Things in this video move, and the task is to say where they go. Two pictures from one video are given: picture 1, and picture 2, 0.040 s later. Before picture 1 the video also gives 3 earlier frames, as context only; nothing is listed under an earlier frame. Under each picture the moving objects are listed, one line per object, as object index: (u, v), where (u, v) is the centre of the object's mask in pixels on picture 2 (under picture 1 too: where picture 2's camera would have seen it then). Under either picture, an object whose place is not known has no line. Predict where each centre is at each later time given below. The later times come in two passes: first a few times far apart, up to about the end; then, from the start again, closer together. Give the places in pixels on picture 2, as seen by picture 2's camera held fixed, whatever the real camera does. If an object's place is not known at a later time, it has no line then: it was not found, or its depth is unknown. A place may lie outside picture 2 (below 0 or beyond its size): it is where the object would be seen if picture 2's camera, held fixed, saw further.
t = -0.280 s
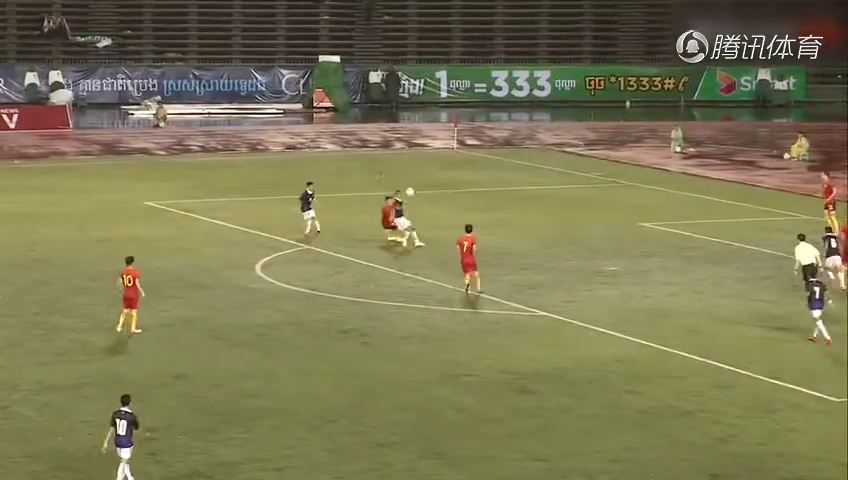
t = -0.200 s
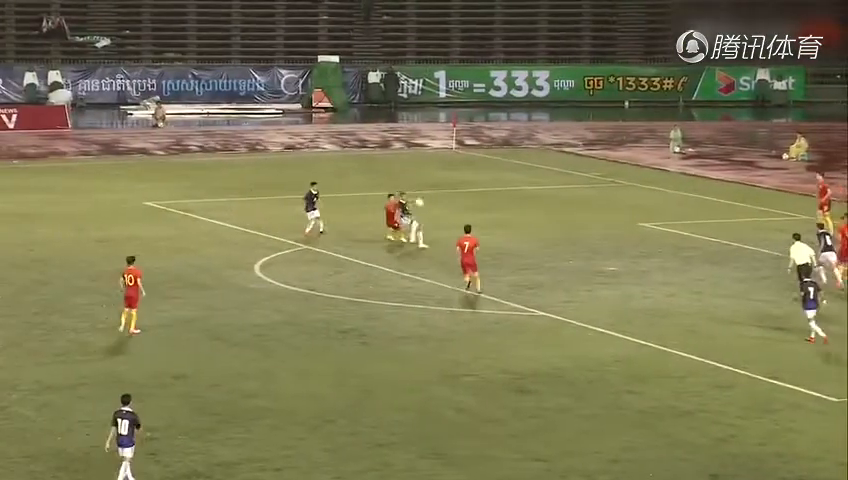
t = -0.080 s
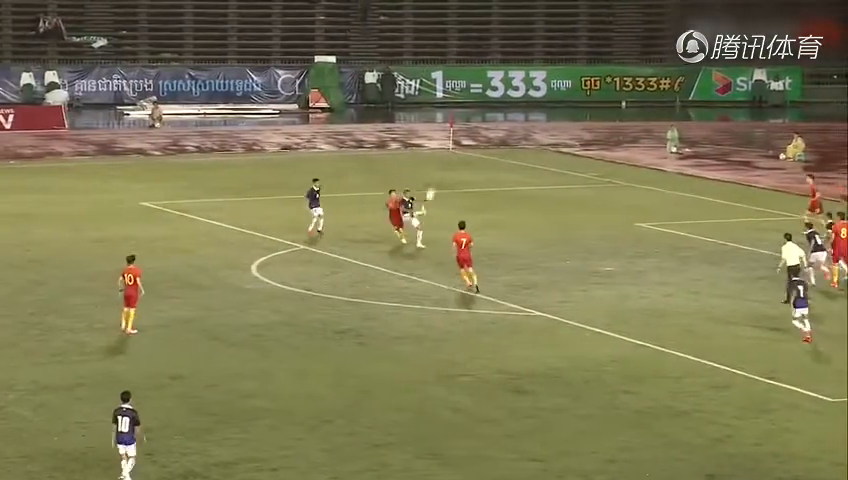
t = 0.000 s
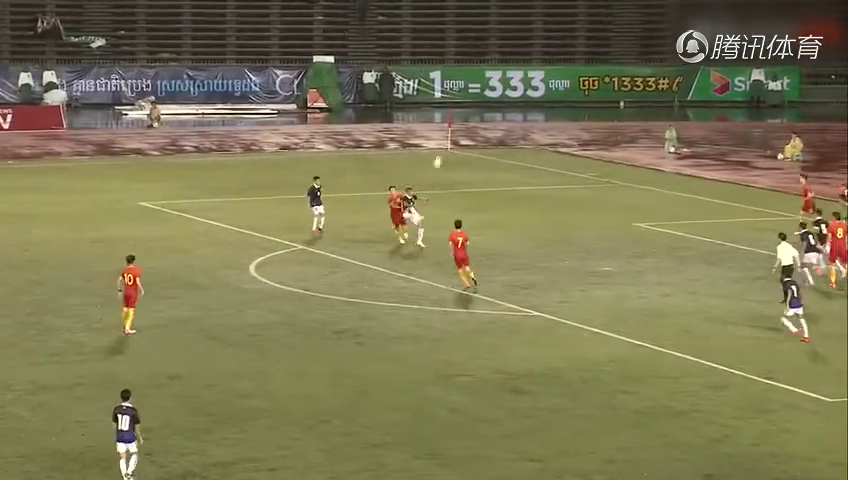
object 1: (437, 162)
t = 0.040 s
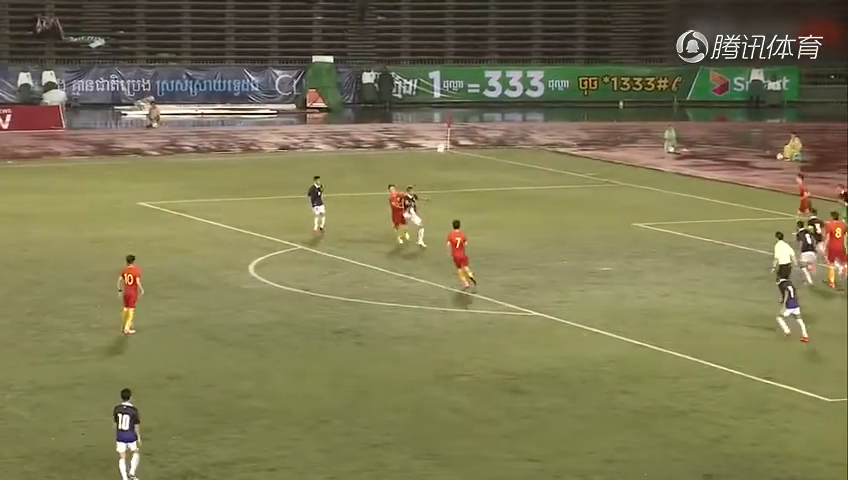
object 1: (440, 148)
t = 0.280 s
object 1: (467, 77)
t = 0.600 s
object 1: (500, 26)
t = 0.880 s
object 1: (527, 17)
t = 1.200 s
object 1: (557, 41)
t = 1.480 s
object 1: (580, 91)
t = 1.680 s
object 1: (596, 139)
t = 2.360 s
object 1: (637, 106)
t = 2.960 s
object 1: (669, 122)
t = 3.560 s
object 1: (695, 128)
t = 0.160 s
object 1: (454, 109)
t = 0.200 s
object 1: (458, 97)
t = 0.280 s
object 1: (467, 77)
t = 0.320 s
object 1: (471, 68)
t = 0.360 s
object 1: (475, 60)
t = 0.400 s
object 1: (479, 53)
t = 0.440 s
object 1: (483, 46)
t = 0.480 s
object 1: (488, 40)
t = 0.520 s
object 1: (492, 34)
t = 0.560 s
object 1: (496, 30)
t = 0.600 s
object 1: (500, 26)
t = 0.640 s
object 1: (504, 23)
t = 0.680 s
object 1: (508, 20)
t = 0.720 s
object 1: (512, 18)
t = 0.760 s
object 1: (516, 17)
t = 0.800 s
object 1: (520, 16)
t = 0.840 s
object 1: (523, 16)
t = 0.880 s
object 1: (527, 17)
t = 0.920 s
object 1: (531, 18)
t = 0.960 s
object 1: (534, 19)
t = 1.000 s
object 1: (539, 21)
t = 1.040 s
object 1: (542, 24)
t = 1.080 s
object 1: (546, 27)
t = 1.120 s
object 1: (550, 32)
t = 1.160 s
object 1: (553, 36)
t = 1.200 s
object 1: (557, 41)
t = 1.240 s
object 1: (560, 47)
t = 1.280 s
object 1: (564, 53)
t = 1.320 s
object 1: (567, 59)
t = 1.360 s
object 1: (571, 66)
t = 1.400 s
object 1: (574, 74)
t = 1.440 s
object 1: (577, 82)
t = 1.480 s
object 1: (580, 91)
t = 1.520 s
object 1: (583, 99)
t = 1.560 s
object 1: (586, 109)
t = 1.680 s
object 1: (596, 139)
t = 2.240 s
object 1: (630, 118)
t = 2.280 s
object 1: (633, 113)
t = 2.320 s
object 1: (635, 110)
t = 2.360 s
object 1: (637, 106)
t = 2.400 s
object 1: (639, 104)
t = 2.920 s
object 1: (667, 117)
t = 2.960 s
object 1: (669, 122)
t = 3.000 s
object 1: (670, 126)
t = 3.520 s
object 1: (693, 132)
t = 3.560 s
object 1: (695, 128)
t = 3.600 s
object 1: (697, 125)
